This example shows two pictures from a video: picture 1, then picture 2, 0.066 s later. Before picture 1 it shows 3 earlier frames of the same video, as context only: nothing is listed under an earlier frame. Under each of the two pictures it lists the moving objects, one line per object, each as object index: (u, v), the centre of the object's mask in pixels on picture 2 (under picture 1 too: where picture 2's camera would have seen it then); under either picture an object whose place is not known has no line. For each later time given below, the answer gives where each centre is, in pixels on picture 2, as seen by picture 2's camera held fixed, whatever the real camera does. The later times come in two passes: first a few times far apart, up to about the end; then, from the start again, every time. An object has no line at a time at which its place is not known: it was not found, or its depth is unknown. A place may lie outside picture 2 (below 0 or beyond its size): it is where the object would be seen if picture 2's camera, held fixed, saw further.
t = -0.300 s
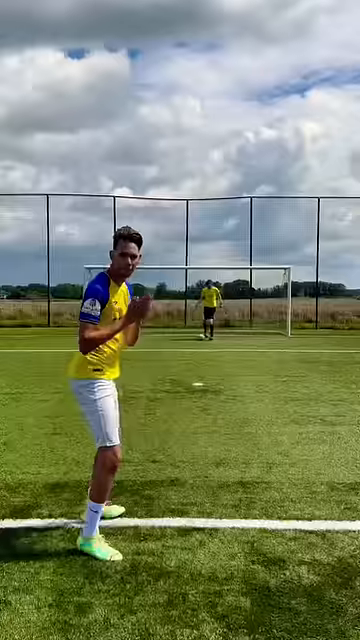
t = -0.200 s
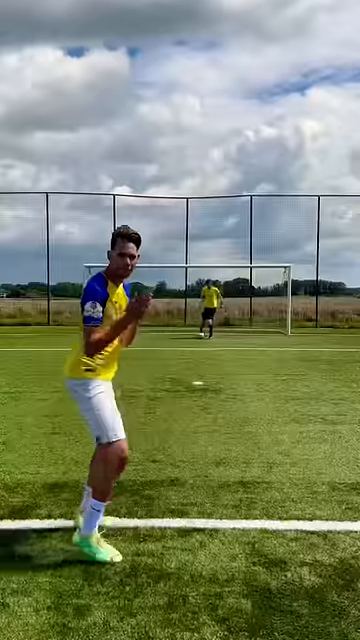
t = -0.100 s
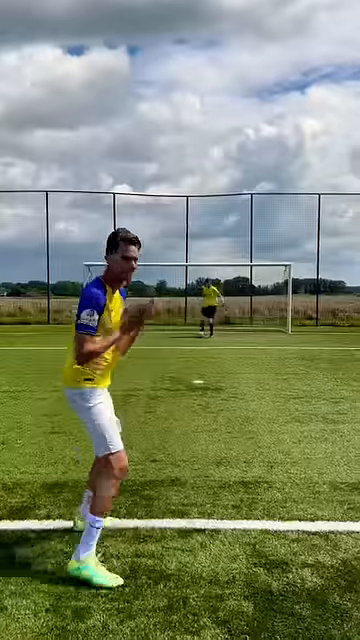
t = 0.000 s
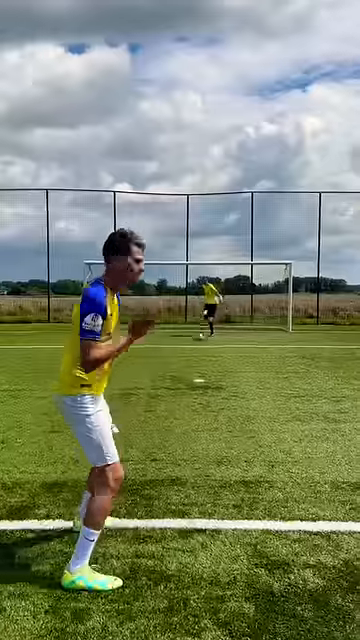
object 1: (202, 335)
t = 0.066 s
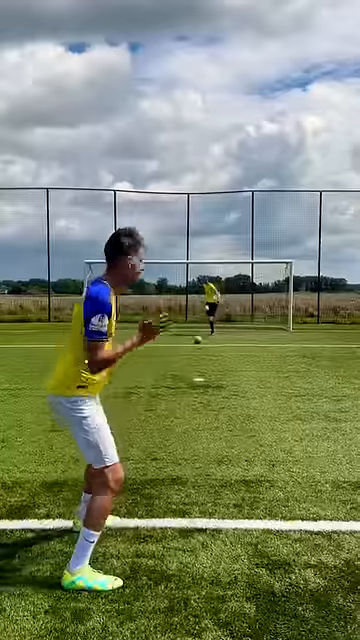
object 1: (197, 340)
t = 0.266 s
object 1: (190, 350)
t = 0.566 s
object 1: (175, 370)
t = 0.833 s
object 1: (161, 389)
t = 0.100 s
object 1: (196, 340)
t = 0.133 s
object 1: (195, 342)
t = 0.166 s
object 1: (194, 344)
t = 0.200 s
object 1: (193, 346)
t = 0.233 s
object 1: (191, 348)
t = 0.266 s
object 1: (190, 350)
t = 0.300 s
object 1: (188, 351)
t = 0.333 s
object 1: (186, 353)
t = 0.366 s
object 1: (185, 355)
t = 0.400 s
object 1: (184, 358)
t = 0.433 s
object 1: (183, 360)
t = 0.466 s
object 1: (181, 362)
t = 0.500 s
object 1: (180, 364)
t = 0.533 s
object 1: (178, 366)
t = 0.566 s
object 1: (175, 370)
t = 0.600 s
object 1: (174, 373)
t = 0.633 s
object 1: (172, 374)
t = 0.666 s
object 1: (170, 377)
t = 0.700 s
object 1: (169, 379)
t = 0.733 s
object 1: (168, 382)
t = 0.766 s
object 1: (165, 386)
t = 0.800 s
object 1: (163, 388)
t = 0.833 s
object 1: (161, 389)
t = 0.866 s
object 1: (160, 392)
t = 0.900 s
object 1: (158, 395)
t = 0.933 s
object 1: (156, 400)
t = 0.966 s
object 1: (152, 408)
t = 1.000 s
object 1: (149, 414)
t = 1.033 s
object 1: (147, 417)
